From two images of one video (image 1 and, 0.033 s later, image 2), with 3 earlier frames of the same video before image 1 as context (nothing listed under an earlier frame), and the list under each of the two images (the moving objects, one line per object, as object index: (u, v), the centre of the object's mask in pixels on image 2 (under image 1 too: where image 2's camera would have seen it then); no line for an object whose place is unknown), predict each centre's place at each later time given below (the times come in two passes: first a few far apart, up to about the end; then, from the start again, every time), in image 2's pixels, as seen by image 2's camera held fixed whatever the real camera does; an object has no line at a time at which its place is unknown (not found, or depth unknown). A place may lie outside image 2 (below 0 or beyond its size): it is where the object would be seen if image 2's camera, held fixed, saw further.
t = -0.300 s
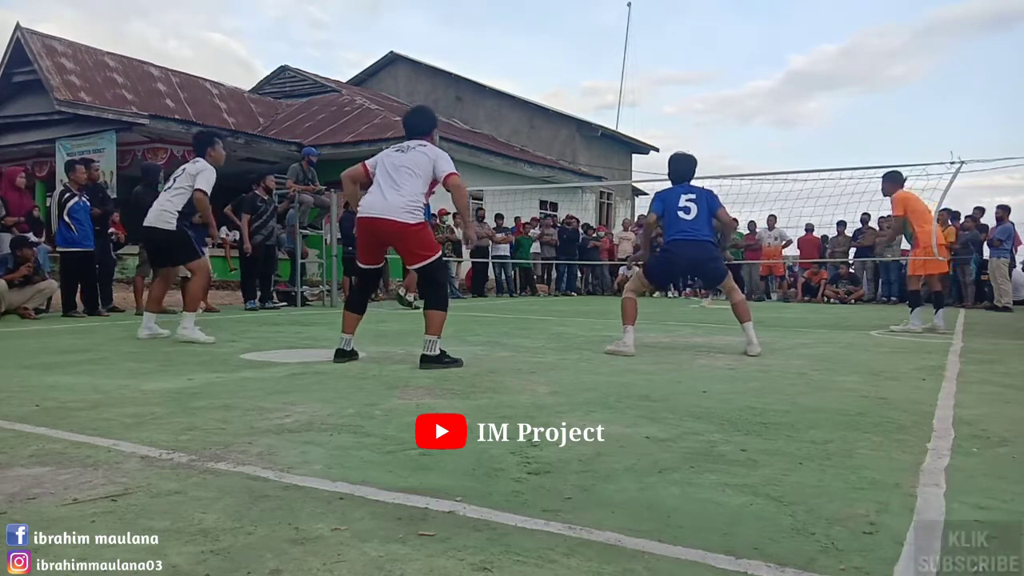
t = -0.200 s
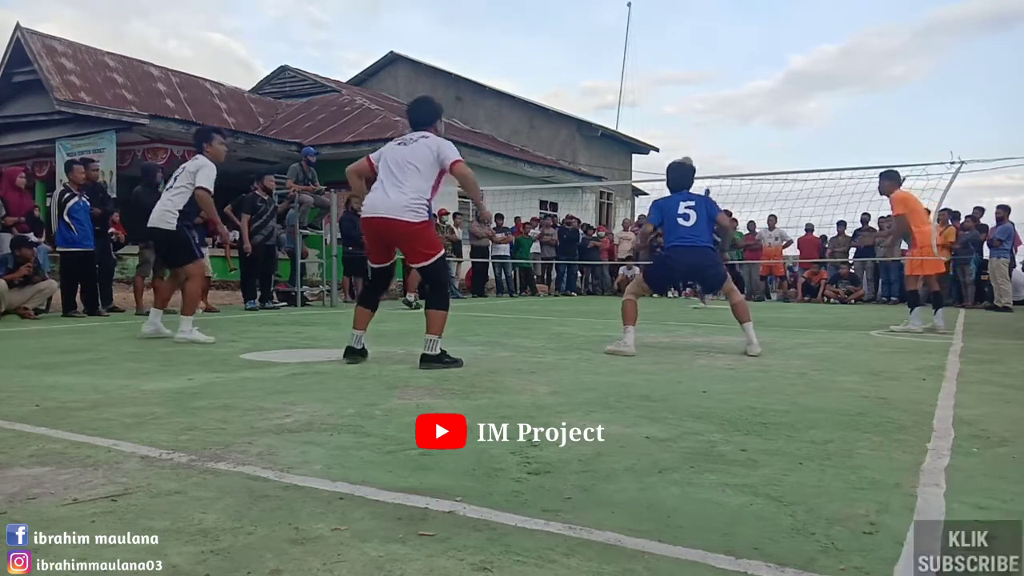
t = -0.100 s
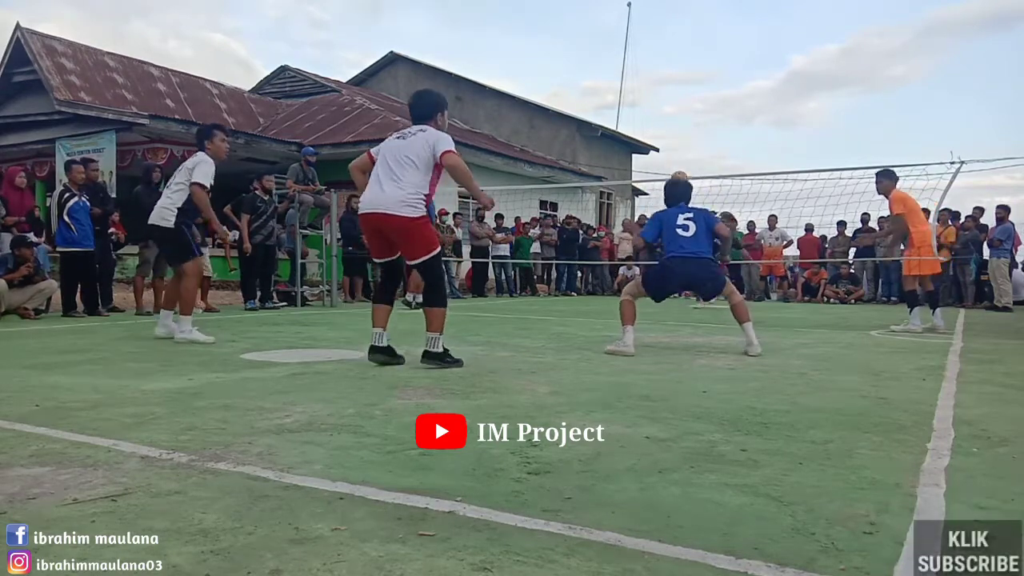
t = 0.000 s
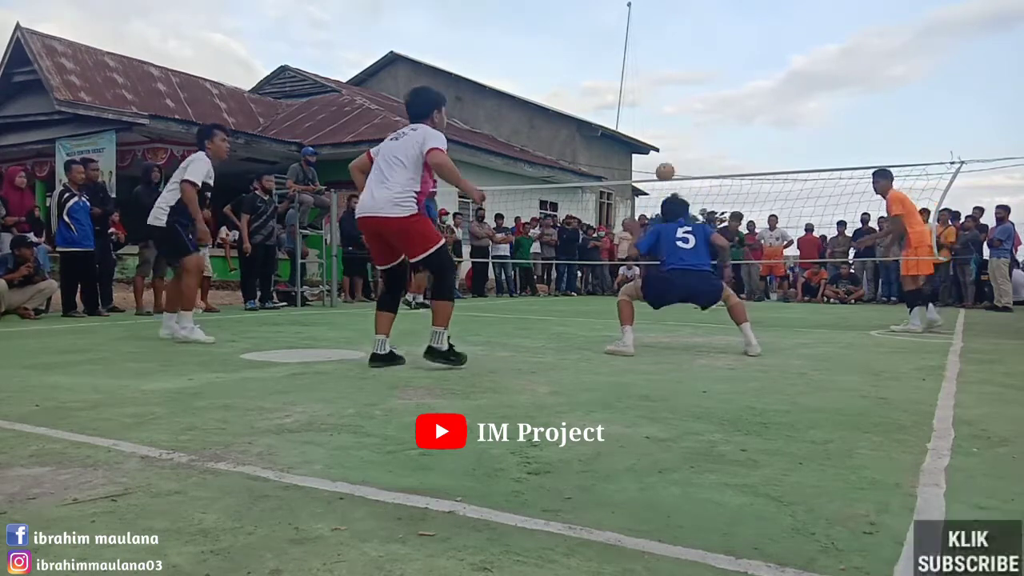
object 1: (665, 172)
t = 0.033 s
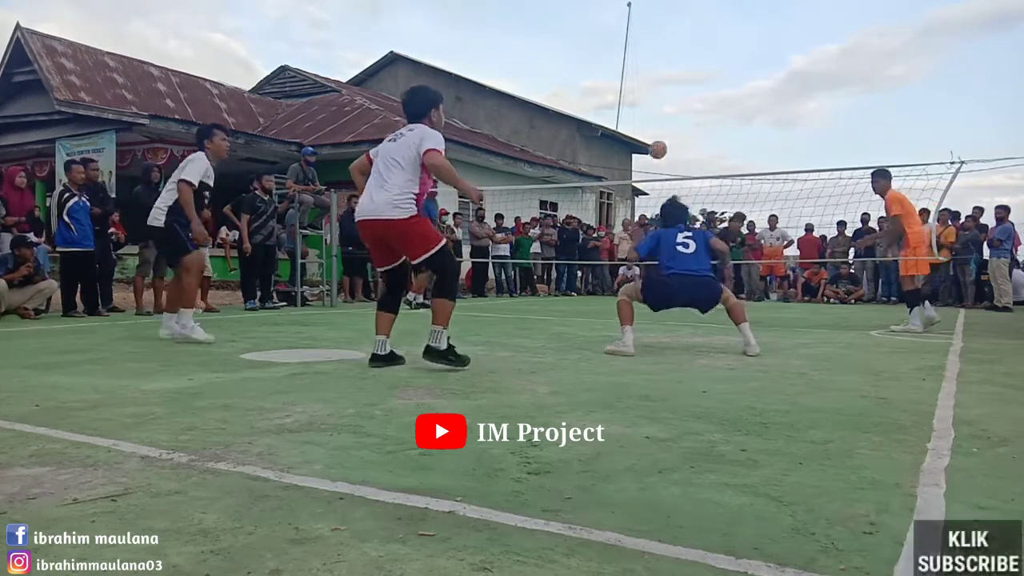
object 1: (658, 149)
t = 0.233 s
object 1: (620, 63)
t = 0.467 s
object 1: (584, 39)
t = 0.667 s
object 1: (559, 65)
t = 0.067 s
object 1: (651, 130)
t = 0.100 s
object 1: (644, 112)
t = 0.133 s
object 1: (637, 98)
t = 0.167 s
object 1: (632, 84)
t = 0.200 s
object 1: (625, 73)
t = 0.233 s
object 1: (620, 63)
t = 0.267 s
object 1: (614, 56)
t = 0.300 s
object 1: (608, 50)
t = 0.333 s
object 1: (603, 45)
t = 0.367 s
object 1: (598, 42)
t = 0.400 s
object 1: (593, 40)
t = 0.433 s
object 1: (589, 39)
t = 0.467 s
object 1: (584, 39)
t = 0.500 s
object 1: (579, 41)
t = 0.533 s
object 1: (575, 43)
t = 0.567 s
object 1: (571, 47)
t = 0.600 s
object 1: (567, 52)
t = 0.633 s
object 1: (563, 58)
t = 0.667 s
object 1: (559, 65)
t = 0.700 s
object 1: (555, 72)
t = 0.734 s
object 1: (551, 80)
